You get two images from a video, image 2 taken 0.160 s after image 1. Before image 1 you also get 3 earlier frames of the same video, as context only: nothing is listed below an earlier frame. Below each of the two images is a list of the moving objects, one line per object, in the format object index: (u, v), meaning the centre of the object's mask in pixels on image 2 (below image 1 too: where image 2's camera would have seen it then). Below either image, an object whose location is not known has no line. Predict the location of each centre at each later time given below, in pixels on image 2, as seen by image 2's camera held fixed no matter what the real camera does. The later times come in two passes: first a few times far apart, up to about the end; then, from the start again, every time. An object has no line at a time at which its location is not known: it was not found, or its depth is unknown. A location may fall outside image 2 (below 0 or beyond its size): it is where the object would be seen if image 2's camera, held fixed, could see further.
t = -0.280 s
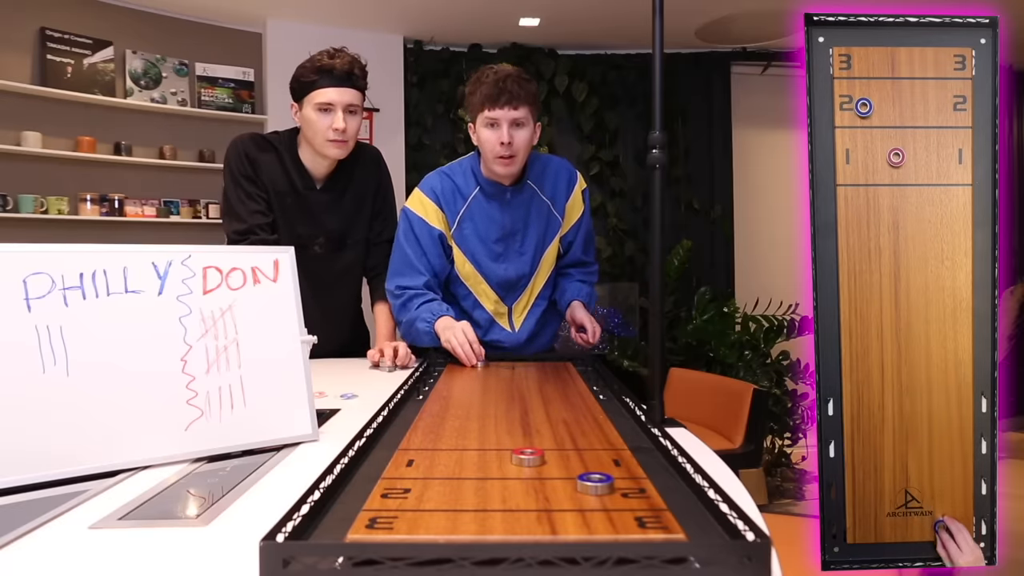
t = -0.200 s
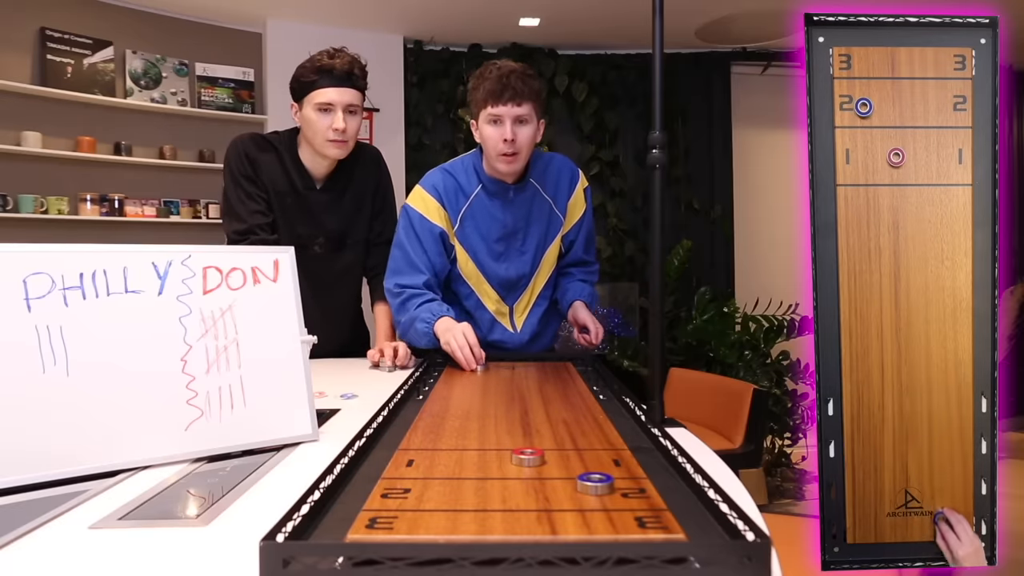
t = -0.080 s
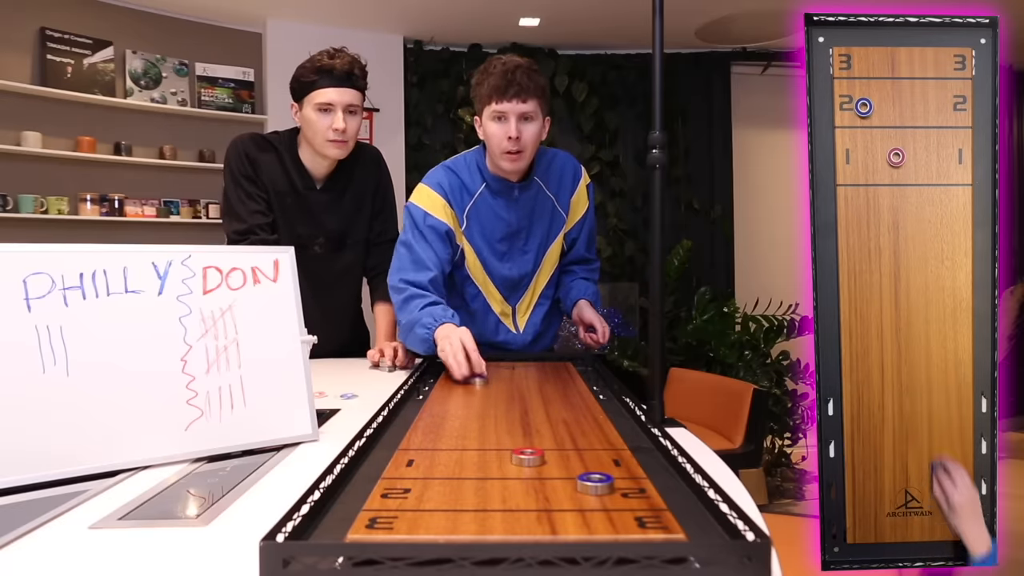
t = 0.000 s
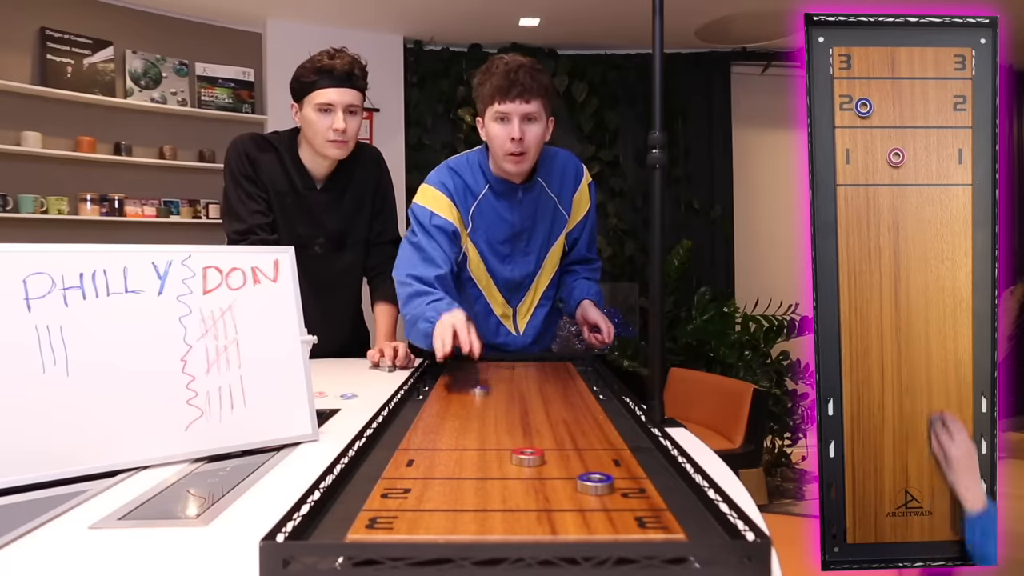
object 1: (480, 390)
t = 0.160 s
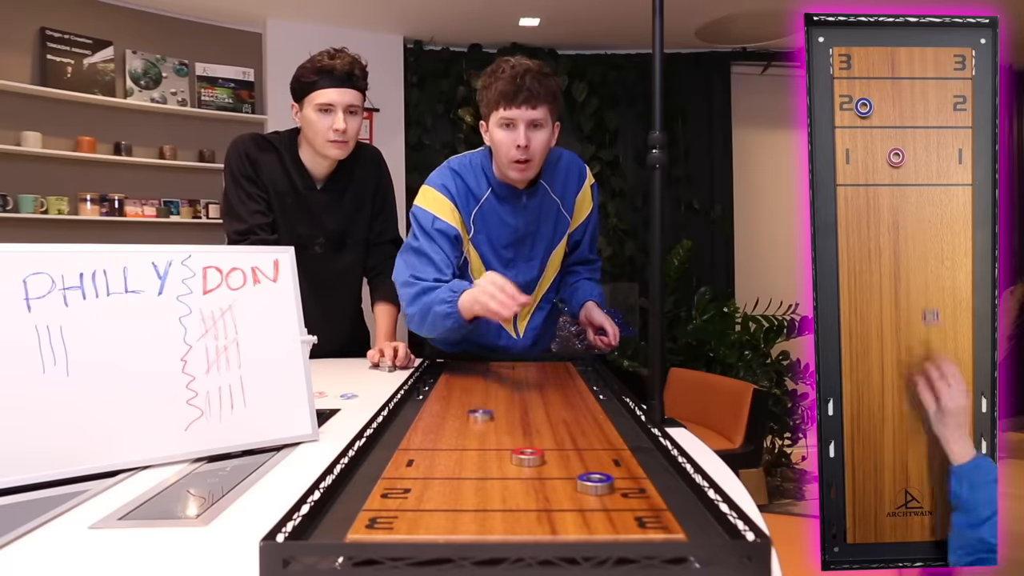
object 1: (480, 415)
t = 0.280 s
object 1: (484, 434)
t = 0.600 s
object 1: (504, 482)
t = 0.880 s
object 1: (515, 494)
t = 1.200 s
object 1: (515, 494)
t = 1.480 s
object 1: (515, 494)
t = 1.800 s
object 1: (515, 494)
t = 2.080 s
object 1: (515, 494)
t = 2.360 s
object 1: (515, 494)
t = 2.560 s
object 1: (515, 494)
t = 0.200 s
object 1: (481, 421)
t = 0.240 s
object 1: (482, 427)
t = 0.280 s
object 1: (484, 434)
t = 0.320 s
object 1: (486, 442)
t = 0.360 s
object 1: (489, 448)
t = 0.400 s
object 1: (490, 454)
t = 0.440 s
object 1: (493, 461)
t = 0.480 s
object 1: (496, 467)
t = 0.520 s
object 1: (498, 472)
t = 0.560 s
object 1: (501, 477)
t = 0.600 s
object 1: (504, 482)
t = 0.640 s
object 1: (506, 486)
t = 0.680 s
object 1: (509, 489)
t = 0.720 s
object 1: (511, 492)
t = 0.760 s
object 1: (513, 493)
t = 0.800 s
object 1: (515, 494)
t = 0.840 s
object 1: (515, 494)
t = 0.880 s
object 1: (515, 494)
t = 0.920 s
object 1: (515, 494)
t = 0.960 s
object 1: (515, 494)
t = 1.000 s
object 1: (515, 494)
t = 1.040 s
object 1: (515, 494)
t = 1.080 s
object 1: (515, 494)
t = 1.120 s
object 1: (515, 494)
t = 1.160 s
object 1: (515, 494)
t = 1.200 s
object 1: (515, 494)
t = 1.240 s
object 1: (515, 494)
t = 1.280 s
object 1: (515, 494)
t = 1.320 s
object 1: (515, 494)
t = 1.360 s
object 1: (515, 494)
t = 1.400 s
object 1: (515, 494)
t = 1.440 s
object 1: (515, 494)
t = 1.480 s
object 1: (515, 494)
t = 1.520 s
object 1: (515, 494)
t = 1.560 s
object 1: (515, 494)
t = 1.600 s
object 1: (515, 494)
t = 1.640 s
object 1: (515, 494)
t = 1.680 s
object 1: (515, 494)
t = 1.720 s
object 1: (515, 494)
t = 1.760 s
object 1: (515, 494)
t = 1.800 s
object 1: (515, 494)
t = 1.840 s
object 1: (515, 494)
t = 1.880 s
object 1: (515, 494)
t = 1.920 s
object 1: (515, 494)
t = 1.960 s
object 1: (515, 494)
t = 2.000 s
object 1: (515, 494)
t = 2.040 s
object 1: (515, 494)
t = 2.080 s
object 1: (515, 494)
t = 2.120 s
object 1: (515, 494)
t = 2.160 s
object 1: (515, 494)
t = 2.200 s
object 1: (515, 494)
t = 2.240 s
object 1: (515, 494)
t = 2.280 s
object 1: (515, 494)
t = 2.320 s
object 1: (515, 494)
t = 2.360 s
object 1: (515, 494)
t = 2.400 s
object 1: (515, 494)
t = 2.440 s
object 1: (515, 494)
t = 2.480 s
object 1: (515, 494)
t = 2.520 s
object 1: (515, 494)
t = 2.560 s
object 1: (515, 494)
